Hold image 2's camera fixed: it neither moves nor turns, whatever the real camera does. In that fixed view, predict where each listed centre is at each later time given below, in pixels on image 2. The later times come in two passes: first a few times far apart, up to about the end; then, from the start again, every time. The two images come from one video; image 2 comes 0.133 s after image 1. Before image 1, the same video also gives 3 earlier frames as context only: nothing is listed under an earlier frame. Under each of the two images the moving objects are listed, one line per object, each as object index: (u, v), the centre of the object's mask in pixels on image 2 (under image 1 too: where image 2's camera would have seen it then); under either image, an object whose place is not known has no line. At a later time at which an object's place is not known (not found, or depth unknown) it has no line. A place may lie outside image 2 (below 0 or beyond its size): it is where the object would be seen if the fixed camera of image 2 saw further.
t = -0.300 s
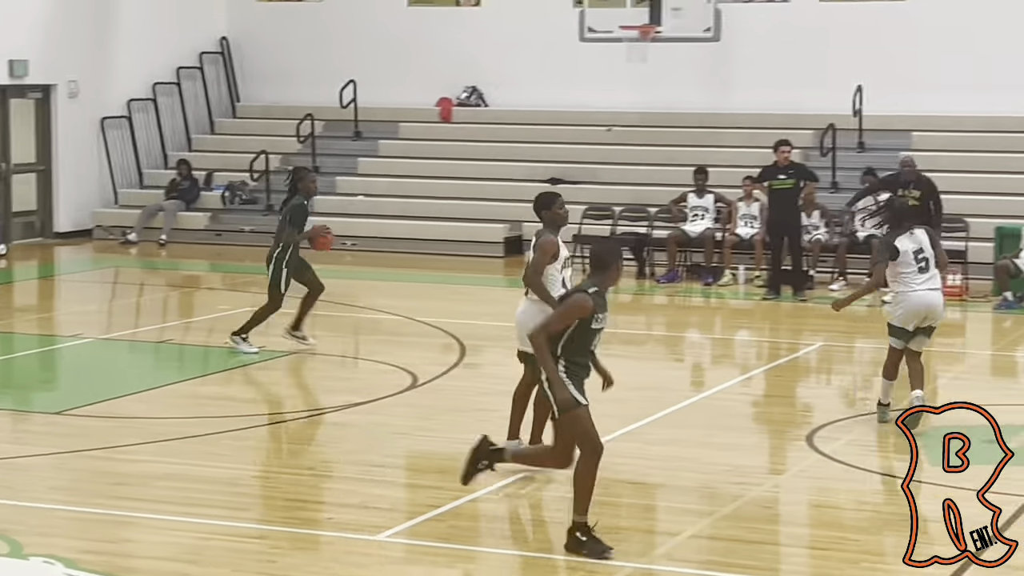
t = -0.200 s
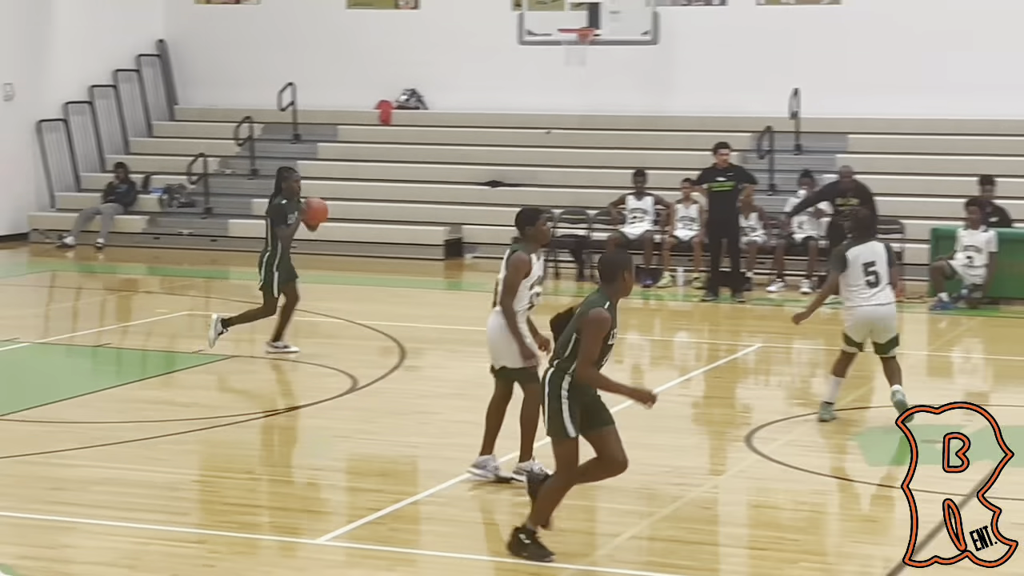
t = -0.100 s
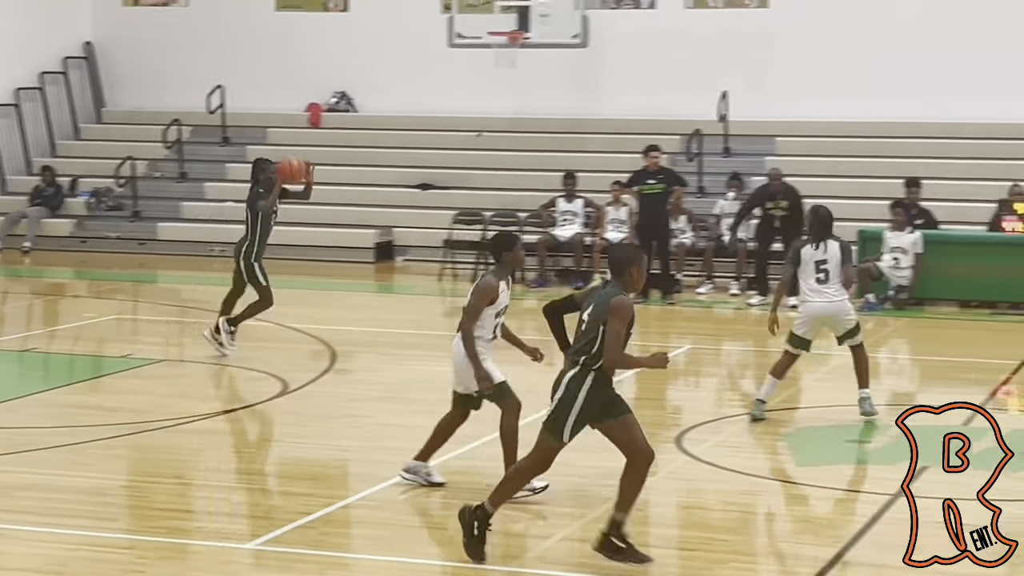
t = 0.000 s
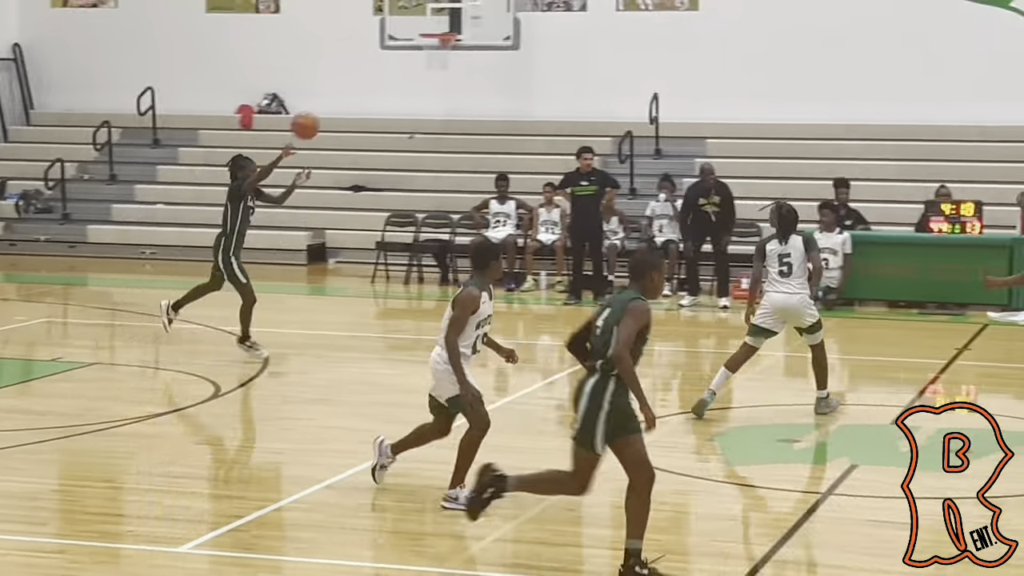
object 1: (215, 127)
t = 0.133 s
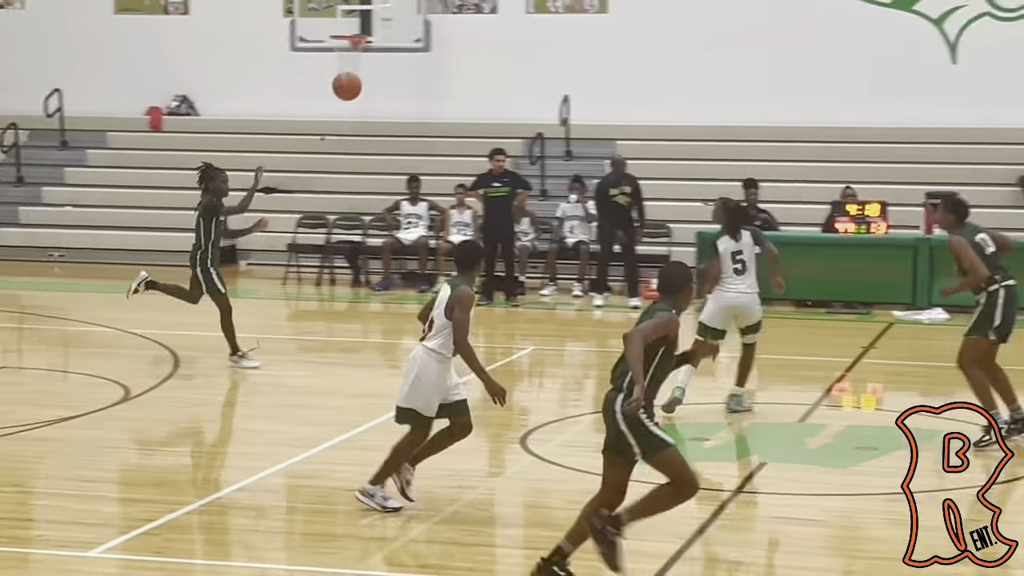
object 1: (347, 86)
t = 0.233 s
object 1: (449, 68)
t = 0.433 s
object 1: (664, 68)
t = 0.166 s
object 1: (380, 79)
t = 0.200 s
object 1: (415, 73)
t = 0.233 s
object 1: (449, 68)
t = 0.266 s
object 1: (483, 65)
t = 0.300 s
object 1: (518, 63)
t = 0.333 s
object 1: (553, 62)
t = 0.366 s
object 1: (589, 63)
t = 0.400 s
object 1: (626, 64)
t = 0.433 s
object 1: (664, 68)
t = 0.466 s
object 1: (702, 72)
